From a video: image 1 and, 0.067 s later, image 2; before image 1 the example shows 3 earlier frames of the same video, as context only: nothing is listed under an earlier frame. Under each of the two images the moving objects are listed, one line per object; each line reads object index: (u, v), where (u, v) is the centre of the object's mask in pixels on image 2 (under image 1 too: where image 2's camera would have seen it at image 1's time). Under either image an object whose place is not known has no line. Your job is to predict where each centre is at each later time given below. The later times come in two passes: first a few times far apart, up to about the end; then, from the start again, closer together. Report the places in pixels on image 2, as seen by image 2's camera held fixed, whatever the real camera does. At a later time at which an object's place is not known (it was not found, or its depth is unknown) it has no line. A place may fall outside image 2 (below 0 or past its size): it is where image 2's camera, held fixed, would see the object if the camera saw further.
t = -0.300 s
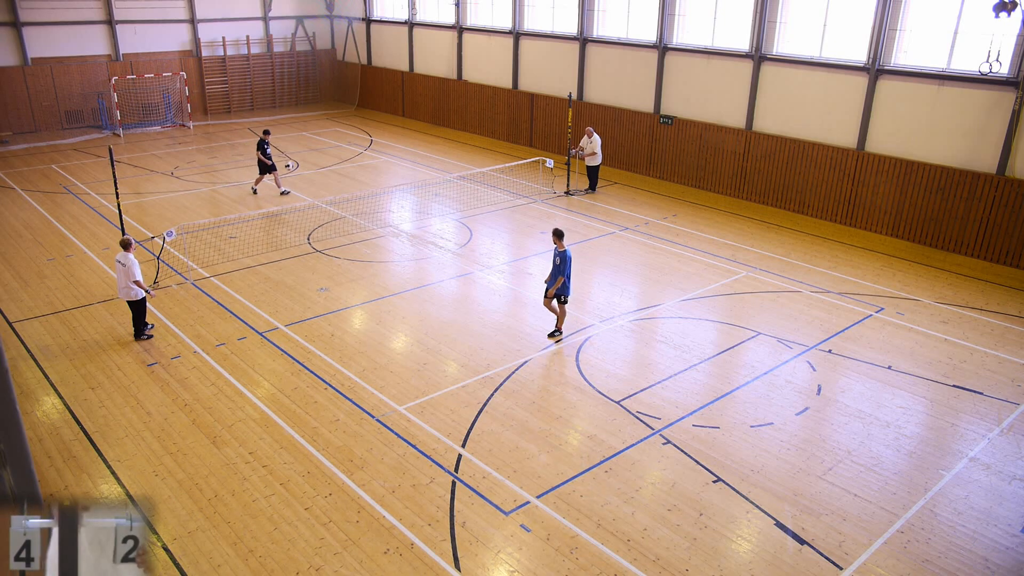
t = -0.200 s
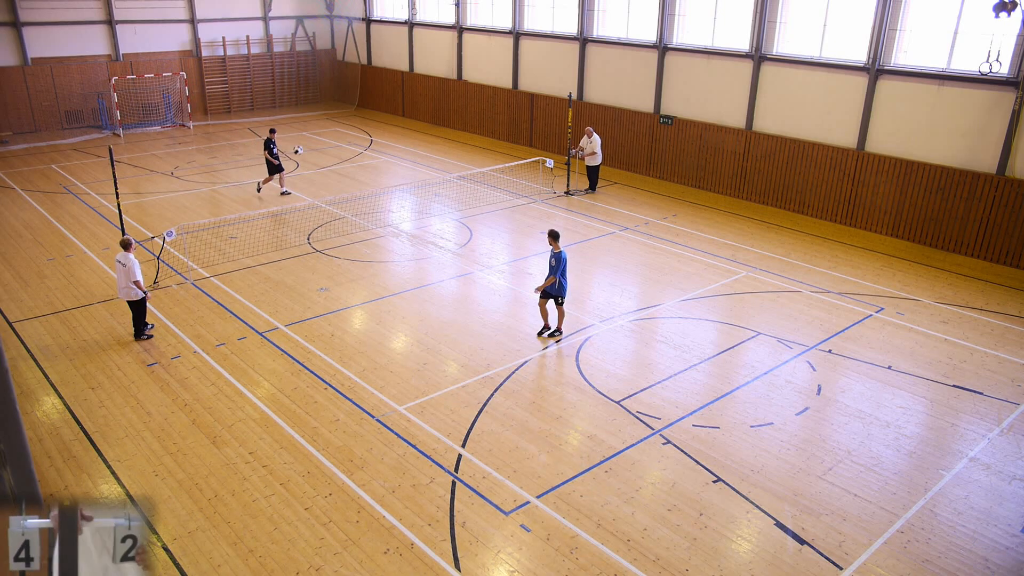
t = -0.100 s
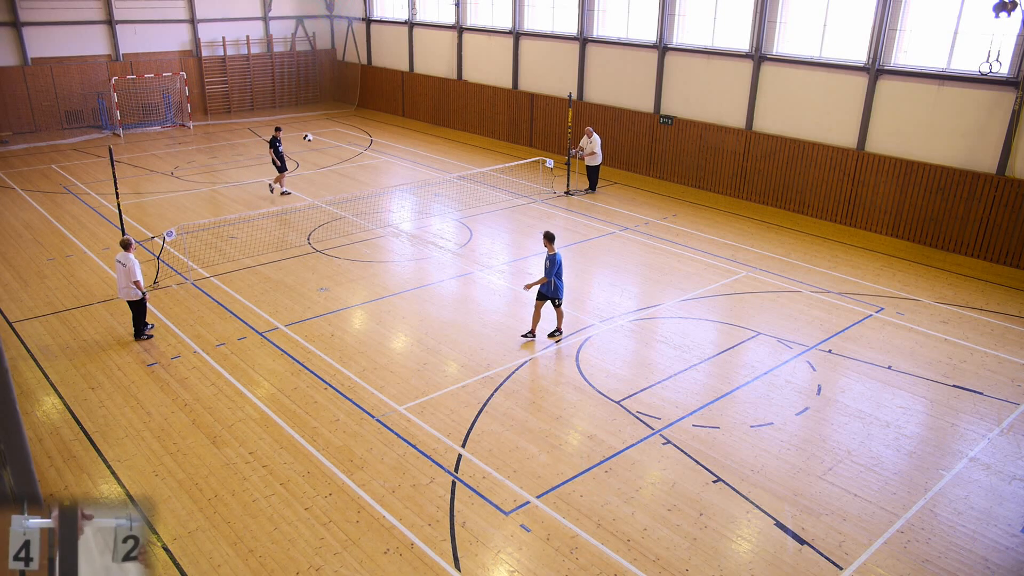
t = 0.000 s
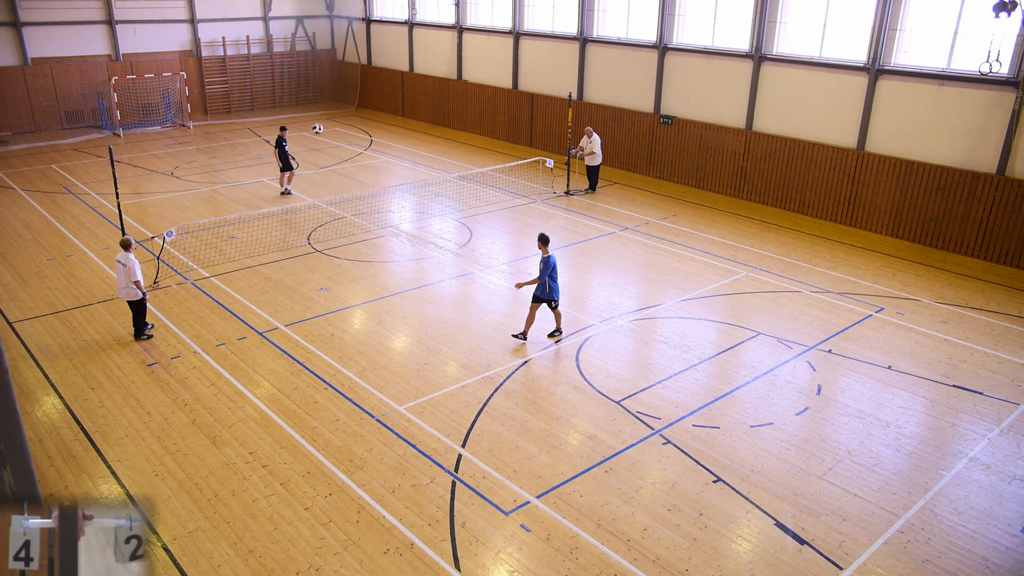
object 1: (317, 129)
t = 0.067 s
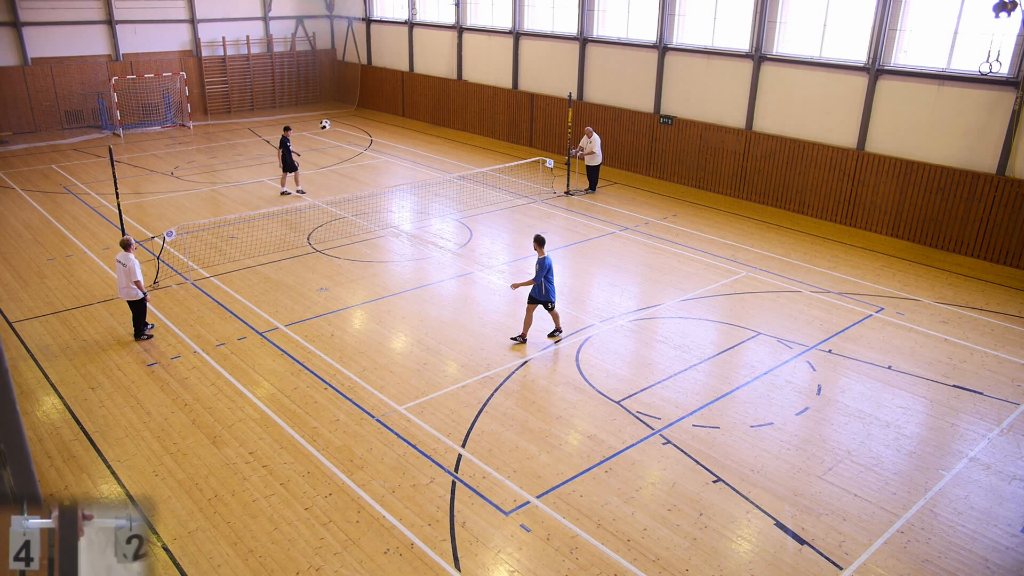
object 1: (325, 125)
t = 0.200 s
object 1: (340, 123)
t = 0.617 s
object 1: (399, 174)
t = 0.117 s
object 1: (330, 123)
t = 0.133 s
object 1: (332, 123)
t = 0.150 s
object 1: (334, 123)
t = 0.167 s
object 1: (336, 123)
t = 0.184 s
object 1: (338, 123)
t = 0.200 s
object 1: (340, 123)
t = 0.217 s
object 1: (342, 123)
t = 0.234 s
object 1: (344, 124)
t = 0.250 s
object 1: (346, 124)
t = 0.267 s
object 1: (348, 125)
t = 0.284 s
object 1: (351, 126)
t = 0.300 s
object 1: (353, 126)
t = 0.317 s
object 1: (355, 128)
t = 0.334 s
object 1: (357, 129)
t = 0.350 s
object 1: (360, 130)
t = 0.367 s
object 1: (362, 132)
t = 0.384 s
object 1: (364, 134)
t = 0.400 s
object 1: (366, 135)
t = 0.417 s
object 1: (369, 138)
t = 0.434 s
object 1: (371, 140)
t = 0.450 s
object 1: (374, 142)
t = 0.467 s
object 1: (376, 144)
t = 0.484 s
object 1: (378, 147)
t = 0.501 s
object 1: (381, 150)
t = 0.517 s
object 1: (383, 153)
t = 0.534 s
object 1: (386, 156)
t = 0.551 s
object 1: (388, 159)
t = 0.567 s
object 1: (390, 163)
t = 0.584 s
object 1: (393, 167)
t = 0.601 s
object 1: (396, 170)
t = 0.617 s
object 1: (399, 174)
